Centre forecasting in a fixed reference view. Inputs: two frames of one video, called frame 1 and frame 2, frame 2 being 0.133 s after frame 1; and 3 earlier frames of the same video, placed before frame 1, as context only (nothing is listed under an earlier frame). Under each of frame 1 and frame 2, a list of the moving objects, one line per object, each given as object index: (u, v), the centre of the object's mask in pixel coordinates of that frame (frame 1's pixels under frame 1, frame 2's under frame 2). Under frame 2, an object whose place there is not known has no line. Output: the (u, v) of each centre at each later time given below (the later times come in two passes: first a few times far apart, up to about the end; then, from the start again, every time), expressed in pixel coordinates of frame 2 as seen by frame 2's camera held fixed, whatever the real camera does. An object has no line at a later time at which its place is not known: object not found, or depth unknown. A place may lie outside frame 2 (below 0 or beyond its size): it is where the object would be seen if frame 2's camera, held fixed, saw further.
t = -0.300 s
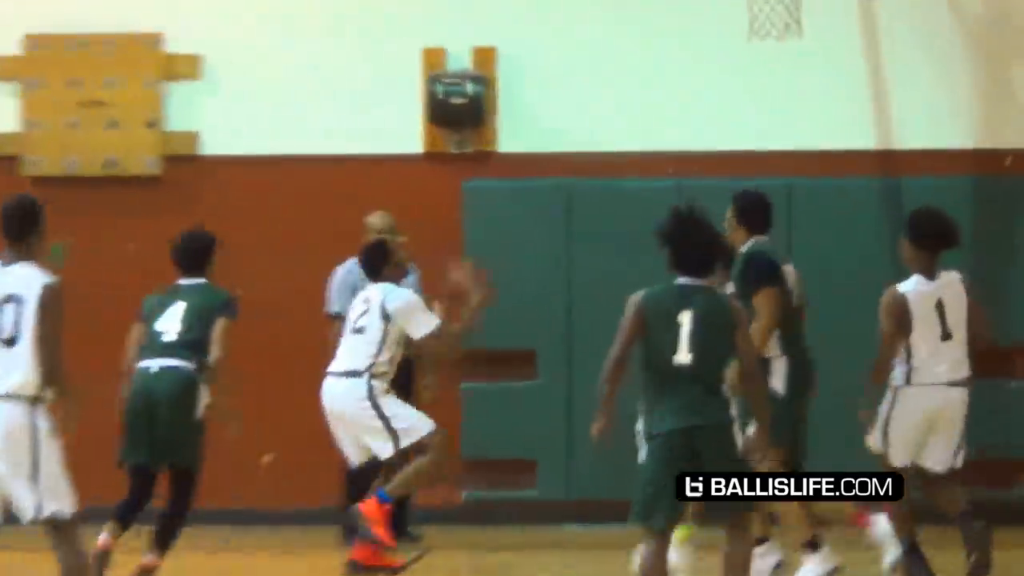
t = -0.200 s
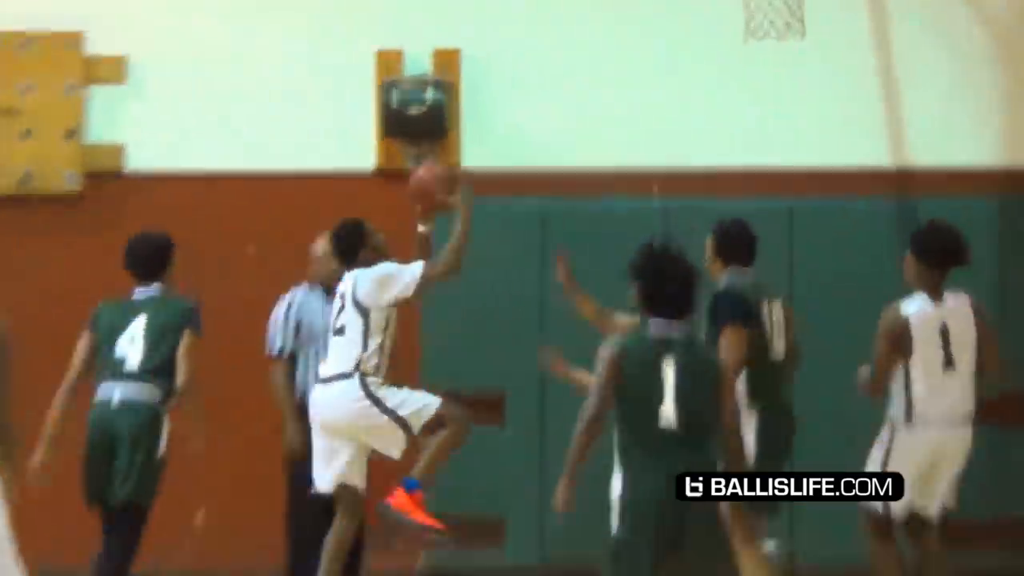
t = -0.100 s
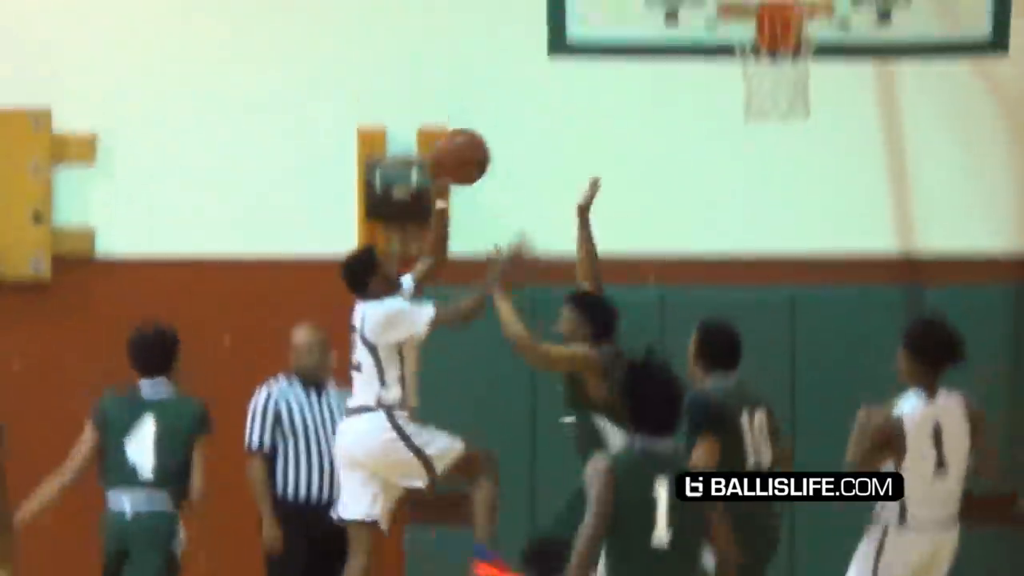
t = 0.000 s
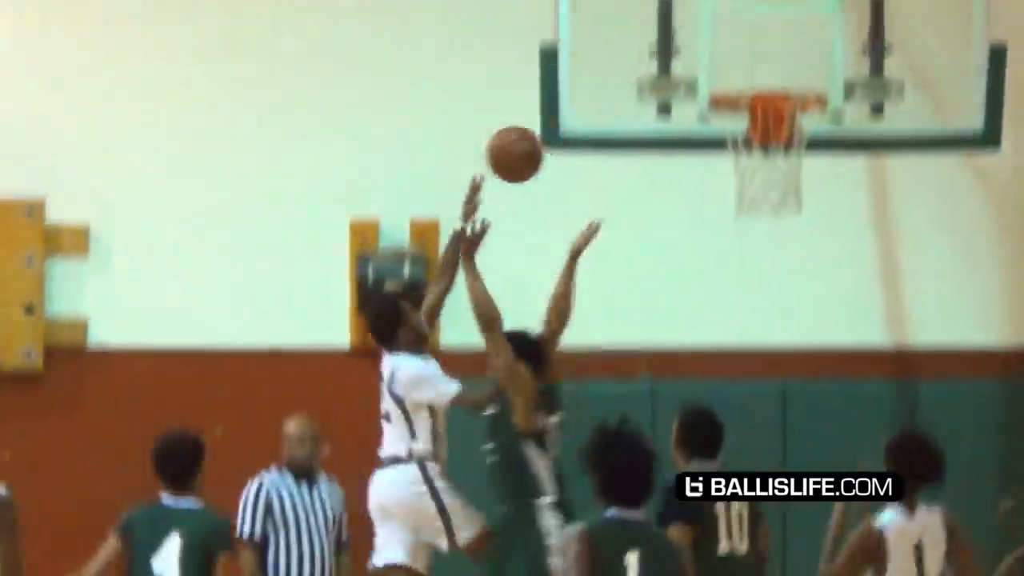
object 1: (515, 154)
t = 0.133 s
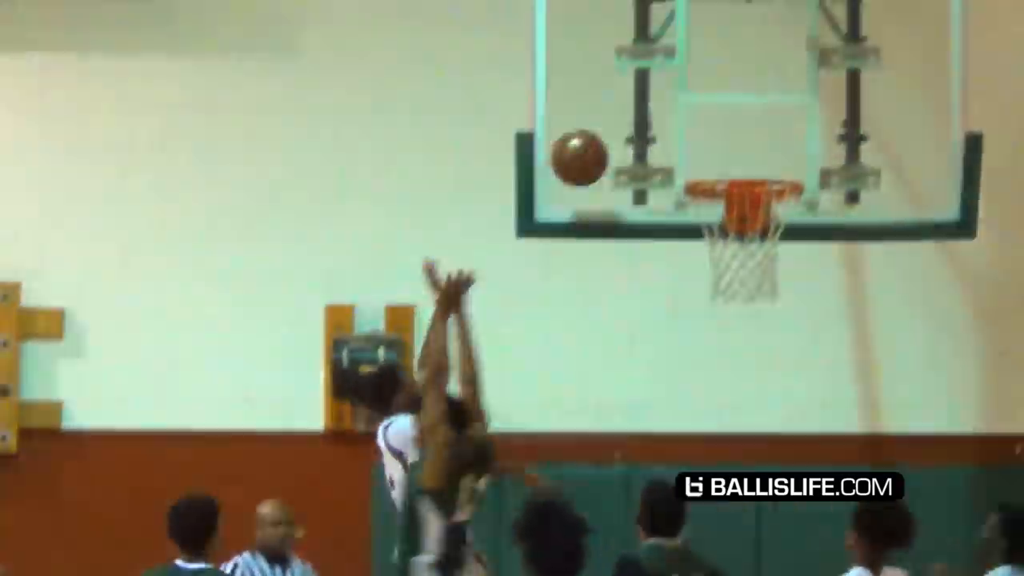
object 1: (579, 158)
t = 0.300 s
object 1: (653, 124)
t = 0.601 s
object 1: (742, 230)
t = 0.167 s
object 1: (600, 144)
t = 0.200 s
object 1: (621, 133)
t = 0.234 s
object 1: (634, 127)
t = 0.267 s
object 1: (644, 124)
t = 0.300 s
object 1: (653, 124)
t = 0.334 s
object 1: (664, 126)
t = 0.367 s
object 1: (673, 130)
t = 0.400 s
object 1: (684, 137)
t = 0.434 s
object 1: (693, 147)
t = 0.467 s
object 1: (702, 157)
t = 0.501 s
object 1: (712, 165)
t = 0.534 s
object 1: (723, 174)
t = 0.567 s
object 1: (734, 215)
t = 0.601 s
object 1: (742, 230)
